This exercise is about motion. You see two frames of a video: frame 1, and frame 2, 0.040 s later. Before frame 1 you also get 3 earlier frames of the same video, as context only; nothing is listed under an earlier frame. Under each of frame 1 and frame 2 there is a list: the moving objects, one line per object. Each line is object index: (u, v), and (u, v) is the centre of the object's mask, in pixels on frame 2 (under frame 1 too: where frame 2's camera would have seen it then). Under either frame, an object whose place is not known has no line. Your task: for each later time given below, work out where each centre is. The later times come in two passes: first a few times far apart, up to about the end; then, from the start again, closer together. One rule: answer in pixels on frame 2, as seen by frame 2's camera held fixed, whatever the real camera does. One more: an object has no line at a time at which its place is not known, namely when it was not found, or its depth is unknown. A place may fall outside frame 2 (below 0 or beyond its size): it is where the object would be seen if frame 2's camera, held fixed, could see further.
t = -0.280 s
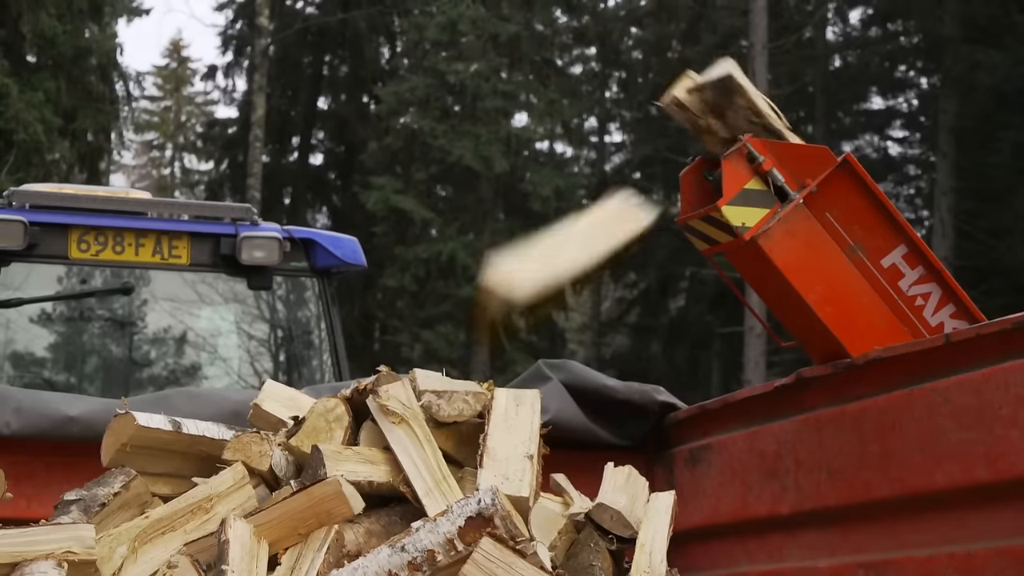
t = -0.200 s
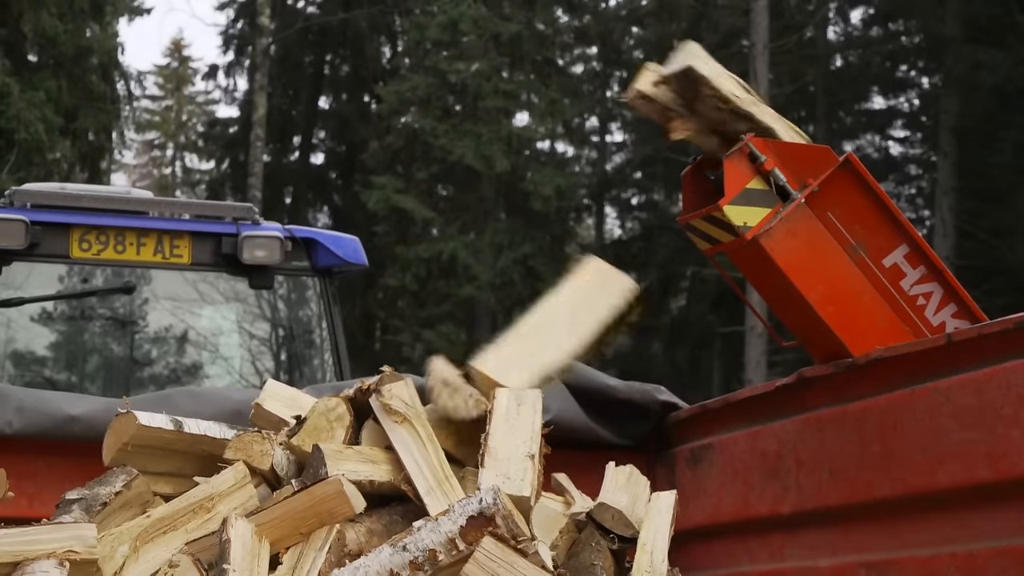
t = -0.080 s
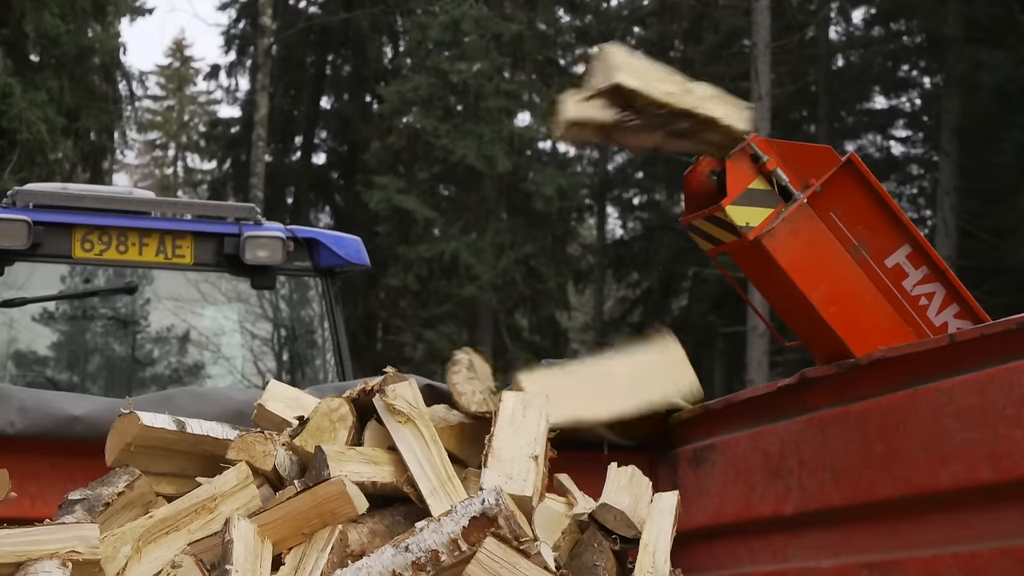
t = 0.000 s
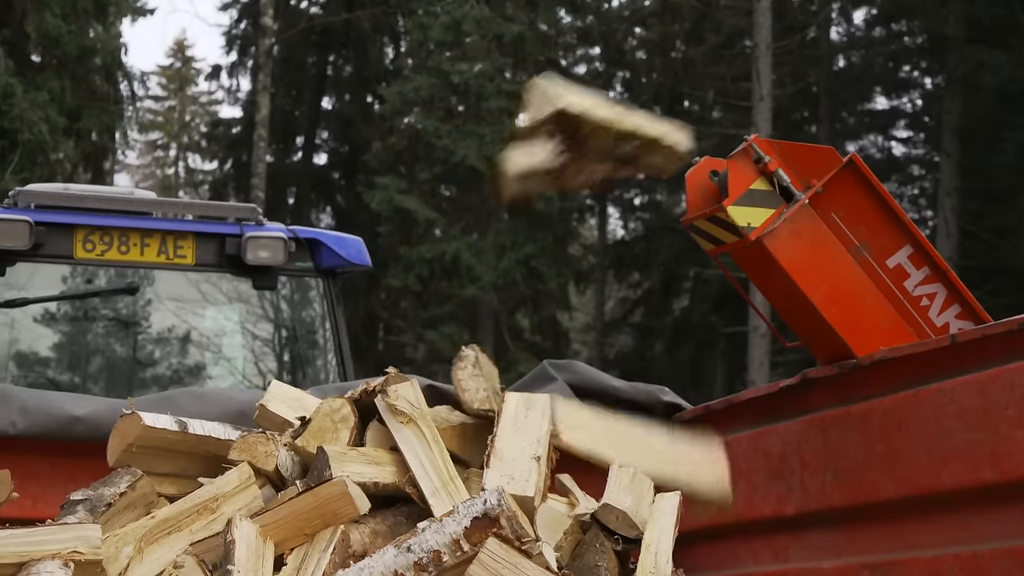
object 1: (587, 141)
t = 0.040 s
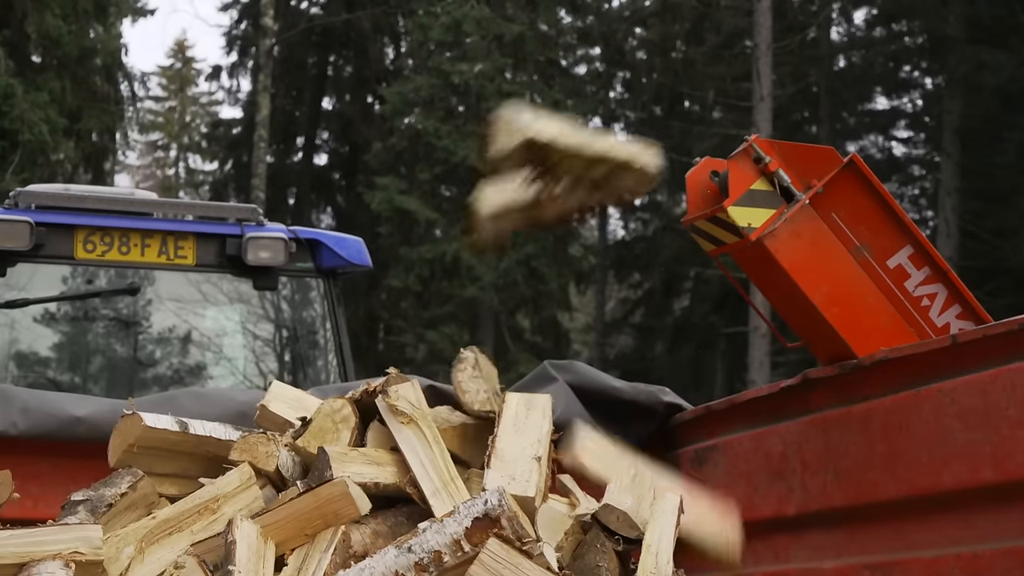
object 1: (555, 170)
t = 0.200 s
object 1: (438, 331)
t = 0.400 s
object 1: (317, 356)
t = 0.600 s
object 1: (252, 384)
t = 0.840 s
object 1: (239, 394)
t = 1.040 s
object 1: (244, 396)
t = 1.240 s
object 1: (243, 396)
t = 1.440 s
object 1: (243, 395)
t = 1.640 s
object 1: (243, 395)
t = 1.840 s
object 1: (243, 395)
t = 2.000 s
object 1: (243, 395)
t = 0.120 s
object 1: (492, 252)
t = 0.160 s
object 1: (462, 296)
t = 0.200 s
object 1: (438, 331)
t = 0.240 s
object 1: (401, 347)
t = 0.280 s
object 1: (380, 348)
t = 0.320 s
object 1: (360, 348)
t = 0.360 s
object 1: (339, 349)
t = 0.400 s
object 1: (317, 356)
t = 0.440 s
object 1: (291, 375)
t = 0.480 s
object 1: (274, 384)
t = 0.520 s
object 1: (266, 386)
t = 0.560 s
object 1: (256, 384)
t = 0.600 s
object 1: (252, 384)
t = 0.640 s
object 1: (249, 385)
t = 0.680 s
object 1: (246, 389)
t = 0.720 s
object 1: (244, 393)
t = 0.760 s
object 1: (243, 395)
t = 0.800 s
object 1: (239, 395)
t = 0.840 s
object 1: (239, 394)
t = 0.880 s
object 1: (239, 394)
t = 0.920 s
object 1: (240, 395)
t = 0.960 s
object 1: (241, 394)
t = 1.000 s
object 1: (242, 395)
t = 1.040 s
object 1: (244, 396)
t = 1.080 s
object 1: (244, 396)
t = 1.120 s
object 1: (243, 396)
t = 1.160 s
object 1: (243, 395)
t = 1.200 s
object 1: (243, 396)
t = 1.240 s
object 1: (243, 396)
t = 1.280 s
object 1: (243, 395)
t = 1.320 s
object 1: (243, 395)
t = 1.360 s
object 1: (243, 395)
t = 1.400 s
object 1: (243, 395)
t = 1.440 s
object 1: (243, 395)
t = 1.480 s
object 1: (243, 395)
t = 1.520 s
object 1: (243, 395)
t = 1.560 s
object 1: (243, 395)
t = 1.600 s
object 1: (243, 395)
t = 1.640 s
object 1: (243, 395)
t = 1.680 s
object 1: (243, 395)
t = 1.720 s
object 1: (243, 395)
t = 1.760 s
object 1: (243, 395)
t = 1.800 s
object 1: (243, 395)
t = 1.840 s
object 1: (243, 395)
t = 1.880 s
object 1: (243, 395)
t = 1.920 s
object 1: (243, 395)
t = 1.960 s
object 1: (243, 395)
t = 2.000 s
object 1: (243, 395)
